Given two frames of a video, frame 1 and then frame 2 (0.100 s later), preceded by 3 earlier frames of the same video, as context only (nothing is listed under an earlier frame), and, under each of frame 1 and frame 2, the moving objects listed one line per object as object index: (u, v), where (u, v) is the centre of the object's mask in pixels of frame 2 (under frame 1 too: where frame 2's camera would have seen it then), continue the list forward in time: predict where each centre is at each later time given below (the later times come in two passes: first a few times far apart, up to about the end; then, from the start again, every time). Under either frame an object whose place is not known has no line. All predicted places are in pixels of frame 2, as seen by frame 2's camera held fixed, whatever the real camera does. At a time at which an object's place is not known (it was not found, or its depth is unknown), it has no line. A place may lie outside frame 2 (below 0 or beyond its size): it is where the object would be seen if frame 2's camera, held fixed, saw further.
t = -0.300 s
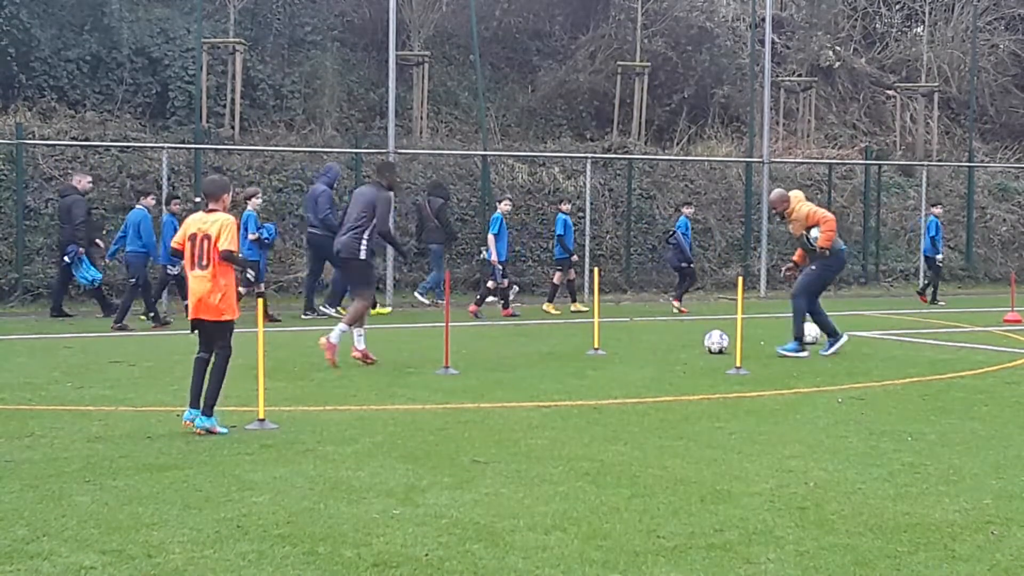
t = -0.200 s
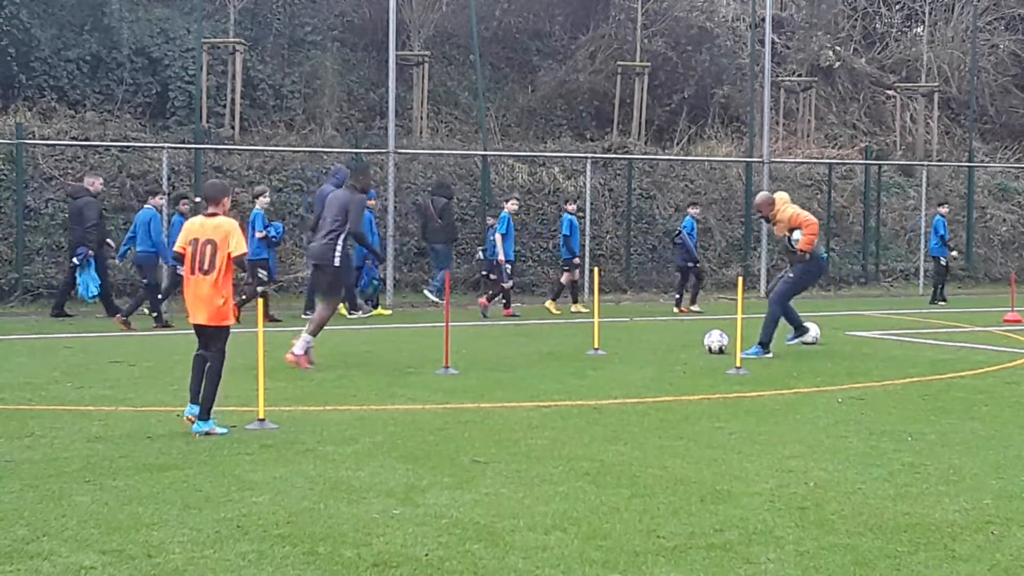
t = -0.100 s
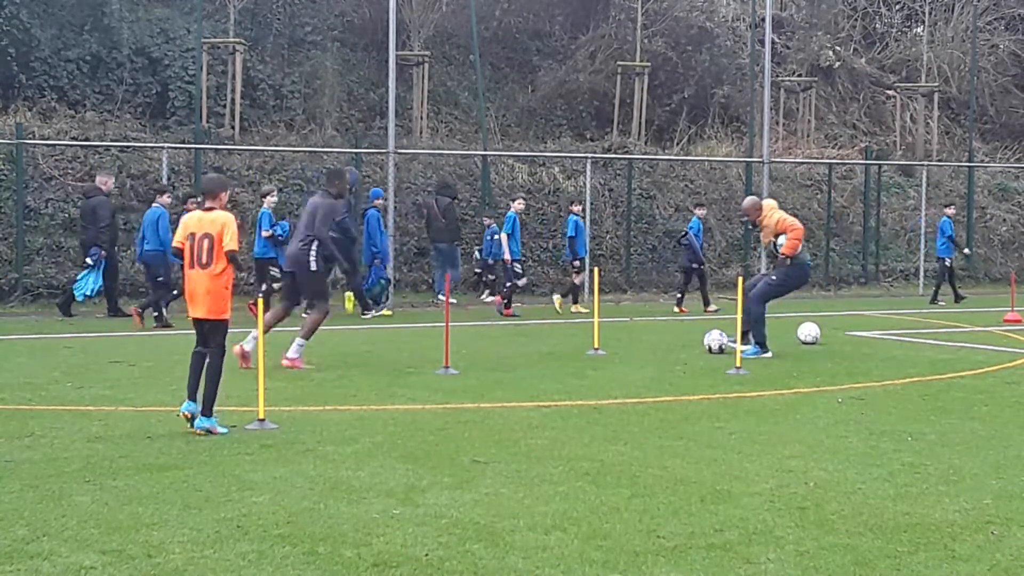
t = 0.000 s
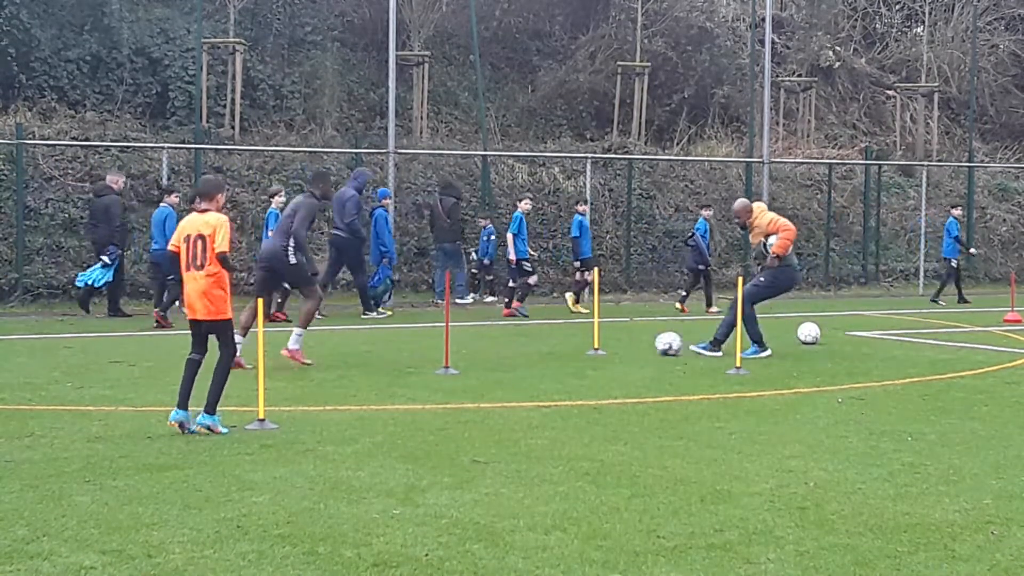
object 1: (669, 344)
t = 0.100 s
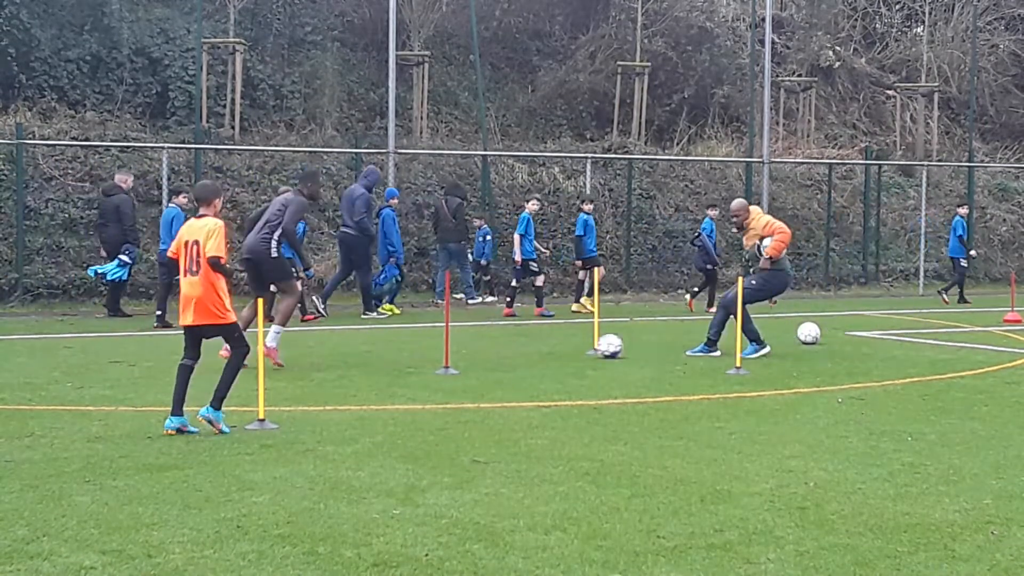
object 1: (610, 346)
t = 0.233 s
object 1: (533, 350)
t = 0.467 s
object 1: (410, 355)
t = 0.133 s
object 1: (590, 348)
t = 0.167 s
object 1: (571, 348)
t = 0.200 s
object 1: (553, 349)
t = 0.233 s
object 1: (533, 350)
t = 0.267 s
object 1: (515, 351)
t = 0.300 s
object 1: (497, 351)
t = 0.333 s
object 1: (479, 352)
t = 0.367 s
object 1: (462, 353)
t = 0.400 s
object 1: (444, 354)
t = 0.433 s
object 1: (426, 354)
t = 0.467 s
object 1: (410, 355)
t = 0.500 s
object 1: (392, 356)
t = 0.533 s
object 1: (376, 357)
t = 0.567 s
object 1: (360, 357)
